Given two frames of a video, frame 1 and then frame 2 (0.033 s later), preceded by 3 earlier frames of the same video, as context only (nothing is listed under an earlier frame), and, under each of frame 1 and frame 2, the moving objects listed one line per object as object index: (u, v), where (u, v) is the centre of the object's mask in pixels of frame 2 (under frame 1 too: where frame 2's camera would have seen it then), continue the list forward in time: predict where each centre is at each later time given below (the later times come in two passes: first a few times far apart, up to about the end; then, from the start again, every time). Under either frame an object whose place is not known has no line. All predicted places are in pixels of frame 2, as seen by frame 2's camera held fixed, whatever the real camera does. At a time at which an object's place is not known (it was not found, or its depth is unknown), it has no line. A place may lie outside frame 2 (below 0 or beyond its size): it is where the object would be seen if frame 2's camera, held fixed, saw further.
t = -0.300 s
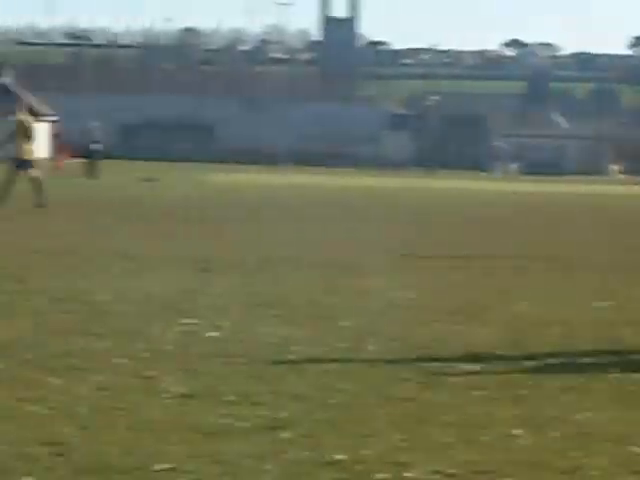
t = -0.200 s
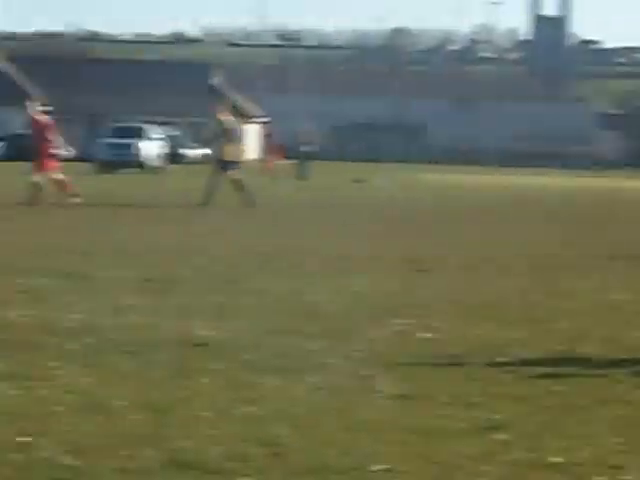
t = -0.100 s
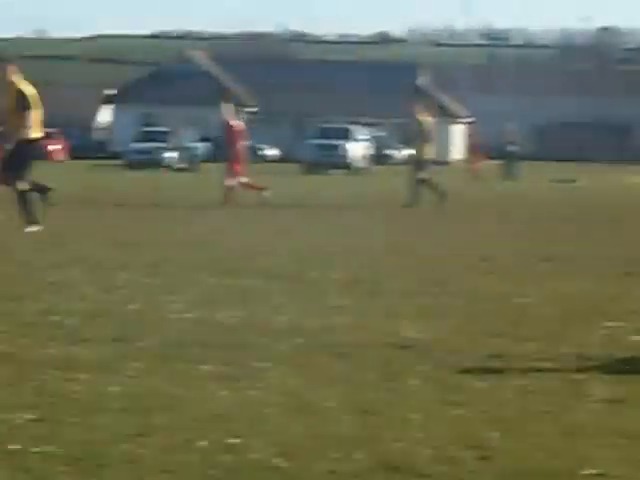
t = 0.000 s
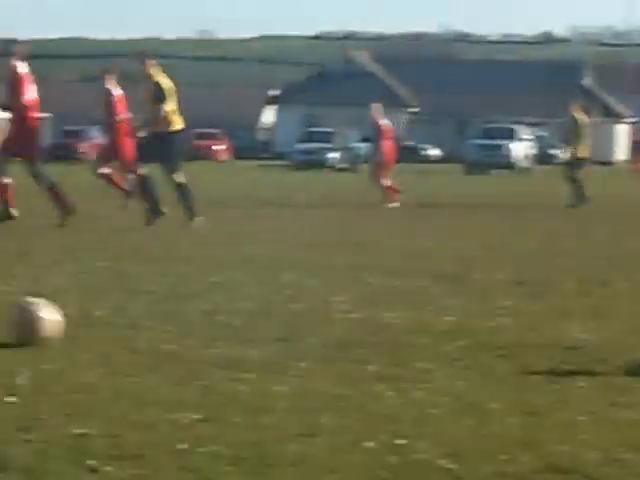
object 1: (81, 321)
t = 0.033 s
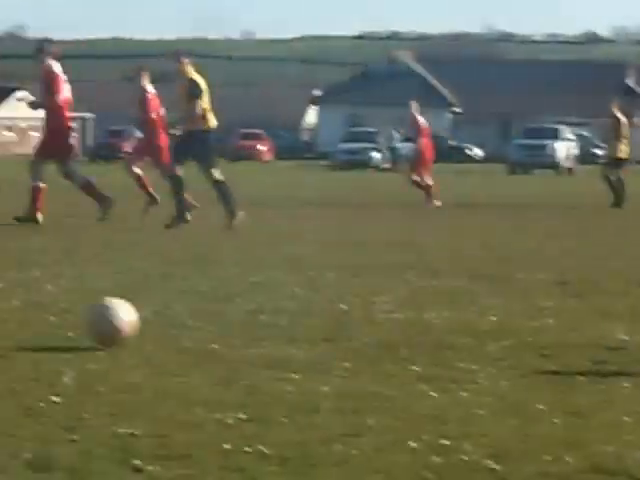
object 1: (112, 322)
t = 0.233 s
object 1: (295, 313)
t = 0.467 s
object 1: (529, 355)
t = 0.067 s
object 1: (142, 313)
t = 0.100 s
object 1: (171, 308)
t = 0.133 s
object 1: (202, 306)
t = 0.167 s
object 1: (233, 306)
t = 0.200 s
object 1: (262, 308)
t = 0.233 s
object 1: (295, 313)
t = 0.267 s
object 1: (327, 320)
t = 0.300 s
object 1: (358, 330)
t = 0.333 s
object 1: (392, 344)
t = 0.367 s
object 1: (426, 360)
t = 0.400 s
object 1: (459, 366)
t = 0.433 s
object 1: (493, 358)
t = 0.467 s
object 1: (529, 355)
